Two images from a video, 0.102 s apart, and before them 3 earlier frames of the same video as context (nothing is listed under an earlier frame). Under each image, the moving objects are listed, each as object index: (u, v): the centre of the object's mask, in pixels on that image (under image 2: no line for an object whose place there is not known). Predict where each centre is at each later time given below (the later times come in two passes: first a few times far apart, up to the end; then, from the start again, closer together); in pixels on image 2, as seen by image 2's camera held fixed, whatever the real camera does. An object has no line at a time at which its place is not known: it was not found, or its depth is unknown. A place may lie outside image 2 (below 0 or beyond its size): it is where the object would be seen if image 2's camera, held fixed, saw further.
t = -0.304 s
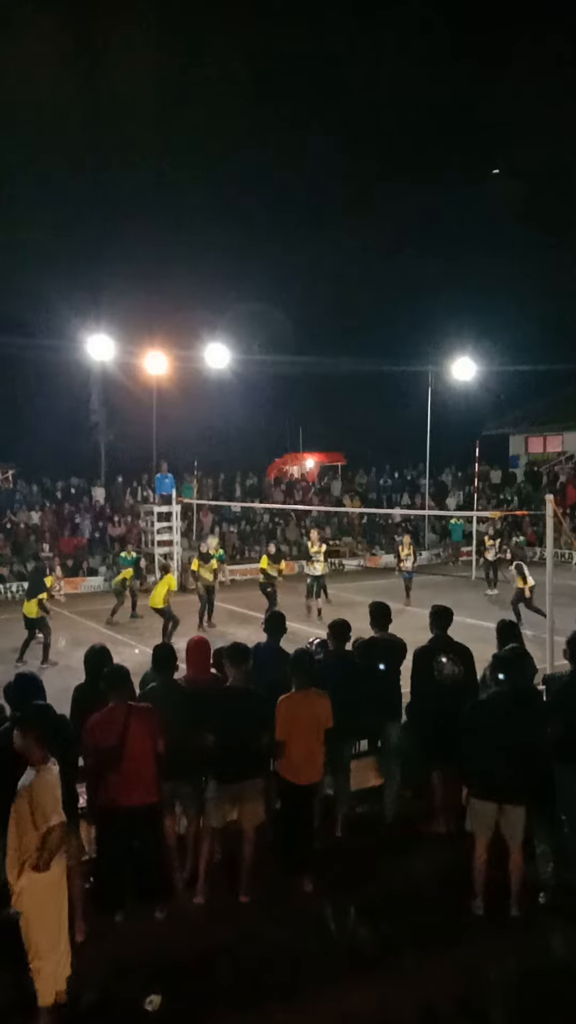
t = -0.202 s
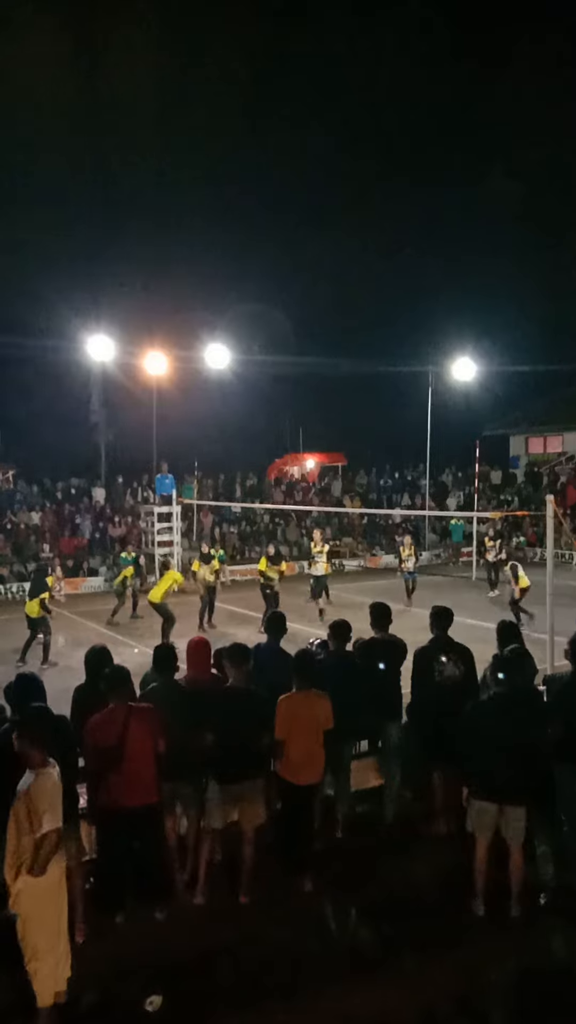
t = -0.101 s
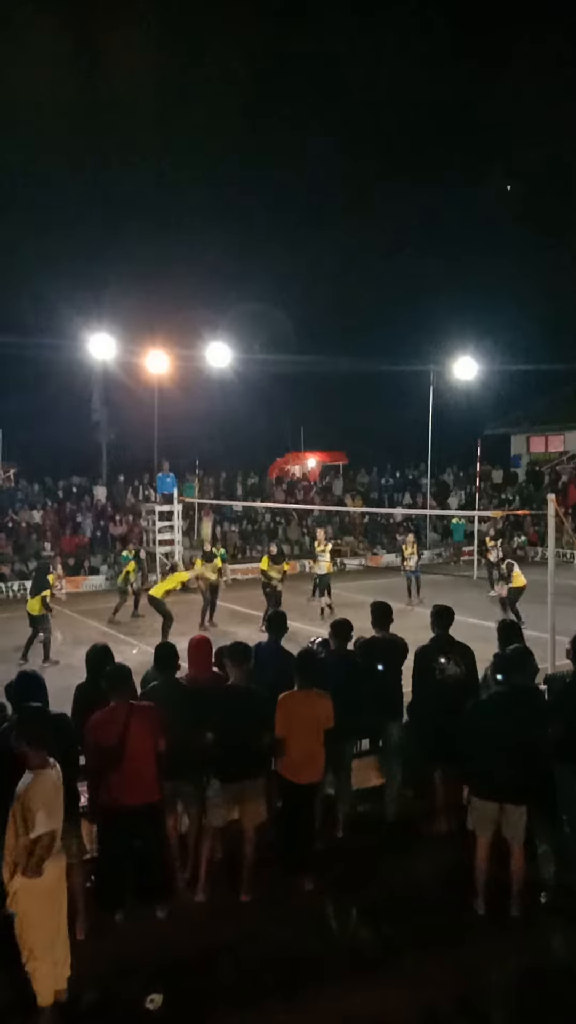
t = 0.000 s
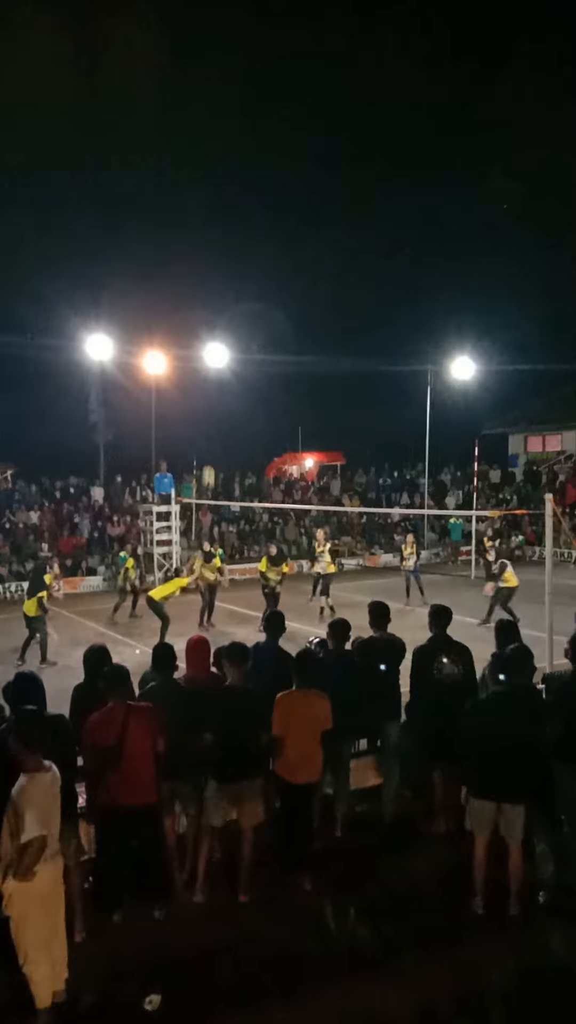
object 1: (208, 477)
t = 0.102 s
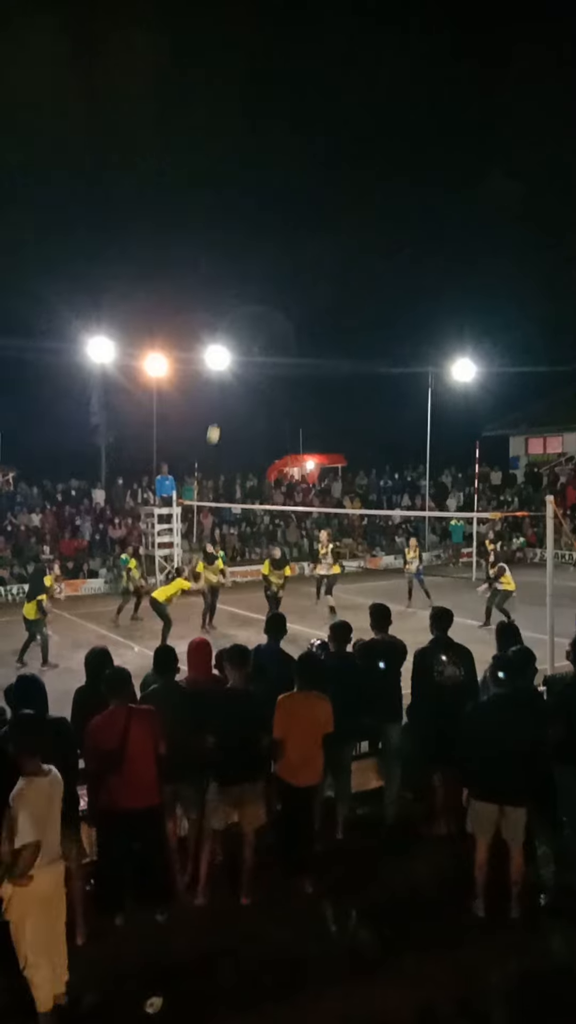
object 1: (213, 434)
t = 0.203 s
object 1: (217, 397)
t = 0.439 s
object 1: (224, 336)
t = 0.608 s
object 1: (230, 314)
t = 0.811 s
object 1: (236, 309)
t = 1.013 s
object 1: (242, 324)
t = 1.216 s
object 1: (248, 356)
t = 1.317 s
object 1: (250, 380)
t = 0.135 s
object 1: (214, 421)
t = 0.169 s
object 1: (216, 408)
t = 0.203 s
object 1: (217, 397)
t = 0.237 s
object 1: (218, 385)
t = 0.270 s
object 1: (219, 377)
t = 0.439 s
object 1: (224, 336)
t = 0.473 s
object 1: (225, 331)
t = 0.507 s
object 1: (227, 326)
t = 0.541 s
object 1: (228, 321)
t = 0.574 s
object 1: (229, 318)
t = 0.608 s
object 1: (230, 314)
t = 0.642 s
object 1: (231, 312)
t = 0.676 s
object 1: (232, 310)
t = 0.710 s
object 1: (233, 309)
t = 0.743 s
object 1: (234, 308)
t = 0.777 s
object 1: (235, 308)
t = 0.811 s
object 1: (236, 309)
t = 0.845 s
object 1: (237, 310)
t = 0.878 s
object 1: (238, 312)
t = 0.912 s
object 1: (239, 314)
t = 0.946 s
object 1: (240, 317)
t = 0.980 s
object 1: (241, 320)
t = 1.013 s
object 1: (242, 324)
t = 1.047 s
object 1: (243, 328)
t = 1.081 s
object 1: (244, 333)
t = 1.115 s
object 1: (244, 338)
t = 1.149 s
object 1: (246, 344)
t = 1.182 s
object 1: (247, 350)
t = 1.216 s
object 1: (248, 356)
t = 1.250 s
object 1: (248, 364)
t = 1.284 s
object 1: (249, 373)
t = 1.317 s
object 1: (250, 380)
